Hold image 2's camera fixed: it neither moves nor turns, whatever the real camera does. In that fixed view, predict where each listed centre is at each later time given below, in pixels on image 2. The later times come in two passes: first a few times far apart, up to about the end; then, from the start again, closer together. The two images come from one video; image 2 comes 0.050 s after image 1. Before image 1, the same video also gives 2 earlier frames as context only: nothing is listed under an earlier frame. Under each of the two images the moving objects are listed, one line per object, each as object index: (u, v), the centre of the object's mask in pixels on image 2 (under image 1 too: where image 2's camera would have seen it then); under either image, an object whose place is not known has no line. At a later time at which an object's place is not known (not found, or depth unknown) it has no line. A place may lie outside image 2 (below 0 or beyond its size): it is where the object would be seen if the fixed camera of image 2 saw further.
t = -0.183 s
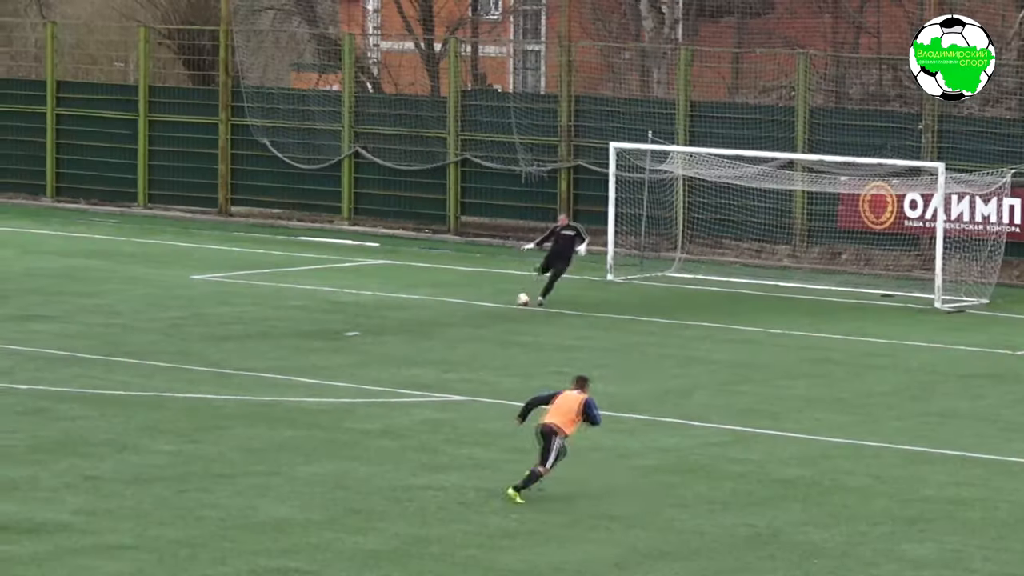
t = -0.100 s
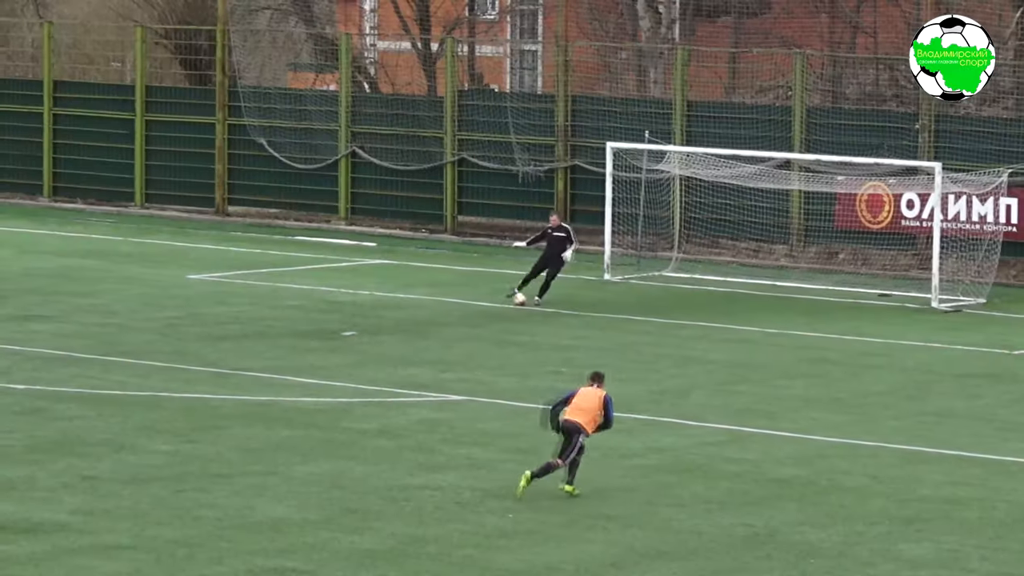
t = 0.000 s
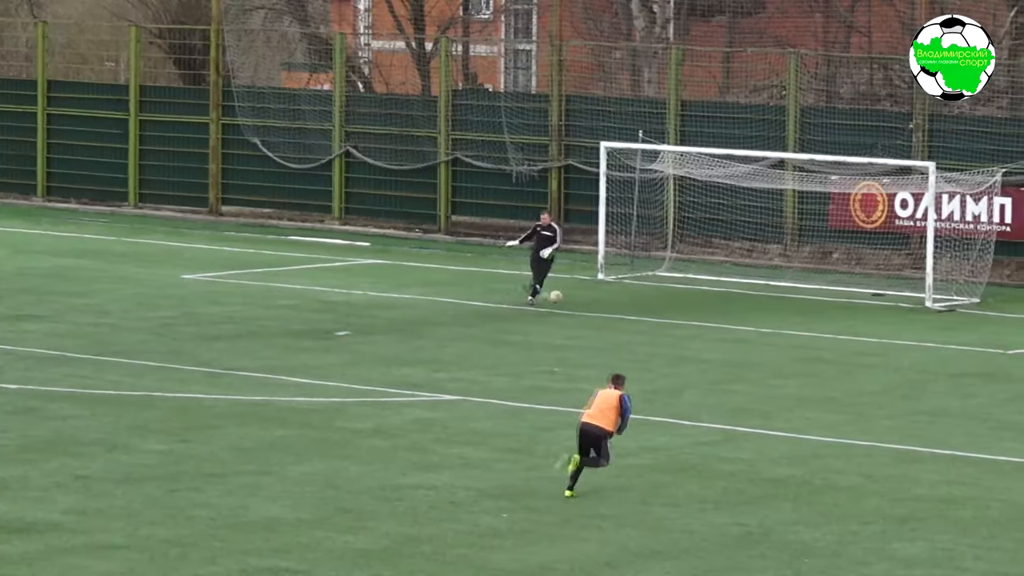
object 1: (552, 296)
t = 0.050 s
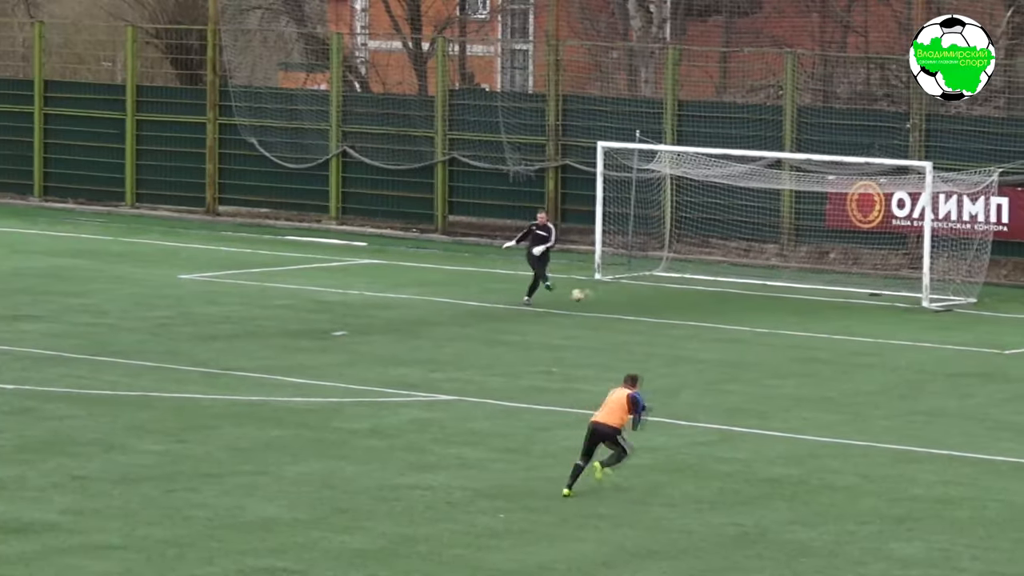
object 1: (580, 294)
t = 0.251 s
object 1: (699, 307)
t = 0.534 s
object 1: (851, 322)
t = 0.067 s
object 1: (589, 294)
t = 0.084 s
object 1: (601, 294)
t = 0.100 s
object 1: (607, 294)
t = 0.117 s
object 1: (618, 295)
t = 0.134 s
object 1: (629, 295)
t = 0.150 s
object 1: (638, 296)
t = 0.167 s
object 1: (648, 298)
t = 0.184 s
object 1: (658, 299)
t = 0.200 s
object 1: (666, 300)
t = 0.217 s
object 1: (677, 302)
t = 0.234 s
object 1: (689, 304)
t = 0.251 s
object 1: (699, 307)
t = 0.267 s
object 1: (707, 309)
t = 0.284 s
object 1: (720, 312)
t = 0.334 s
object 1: (749, 321)
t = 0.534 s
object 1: (851, 322)
